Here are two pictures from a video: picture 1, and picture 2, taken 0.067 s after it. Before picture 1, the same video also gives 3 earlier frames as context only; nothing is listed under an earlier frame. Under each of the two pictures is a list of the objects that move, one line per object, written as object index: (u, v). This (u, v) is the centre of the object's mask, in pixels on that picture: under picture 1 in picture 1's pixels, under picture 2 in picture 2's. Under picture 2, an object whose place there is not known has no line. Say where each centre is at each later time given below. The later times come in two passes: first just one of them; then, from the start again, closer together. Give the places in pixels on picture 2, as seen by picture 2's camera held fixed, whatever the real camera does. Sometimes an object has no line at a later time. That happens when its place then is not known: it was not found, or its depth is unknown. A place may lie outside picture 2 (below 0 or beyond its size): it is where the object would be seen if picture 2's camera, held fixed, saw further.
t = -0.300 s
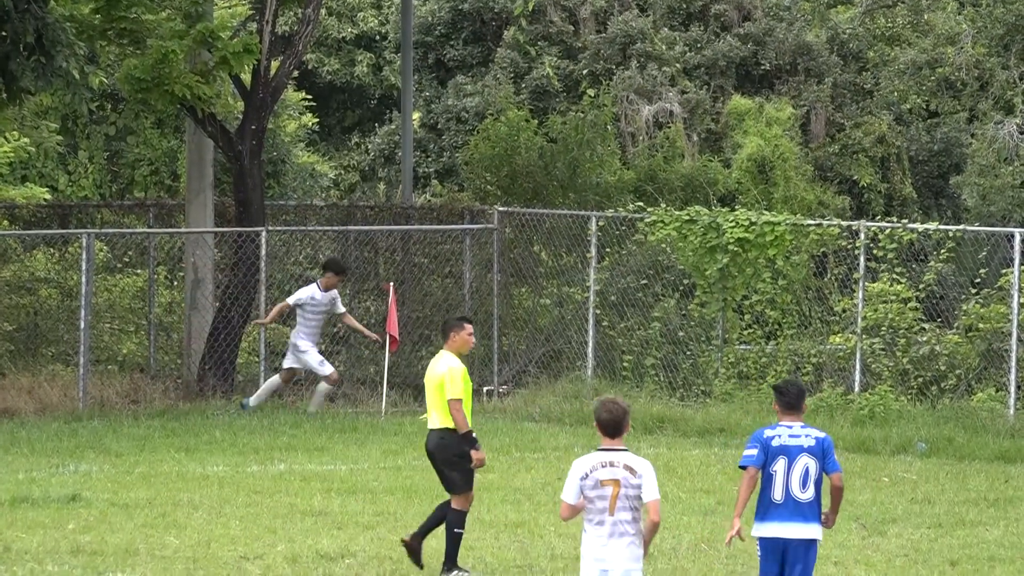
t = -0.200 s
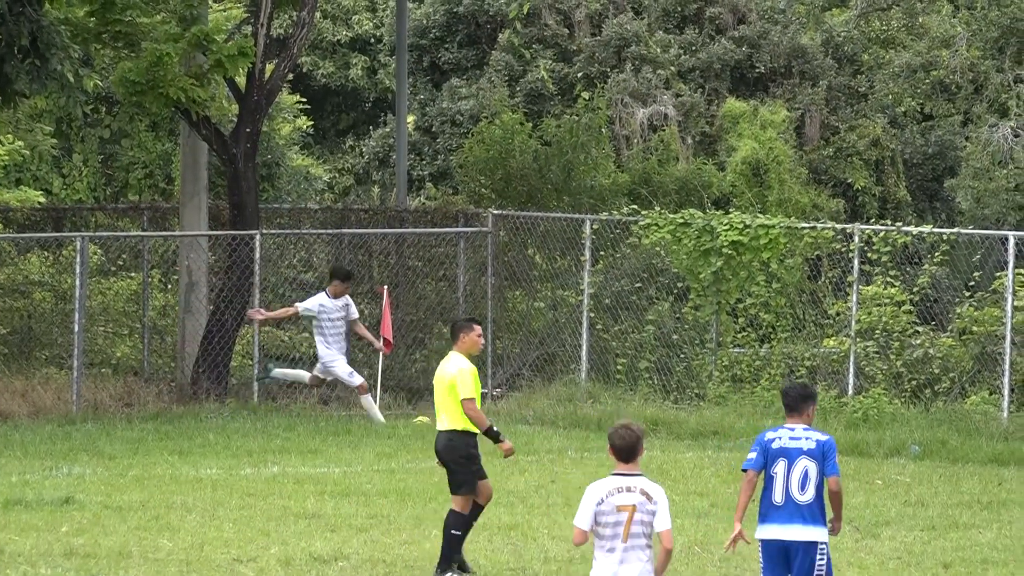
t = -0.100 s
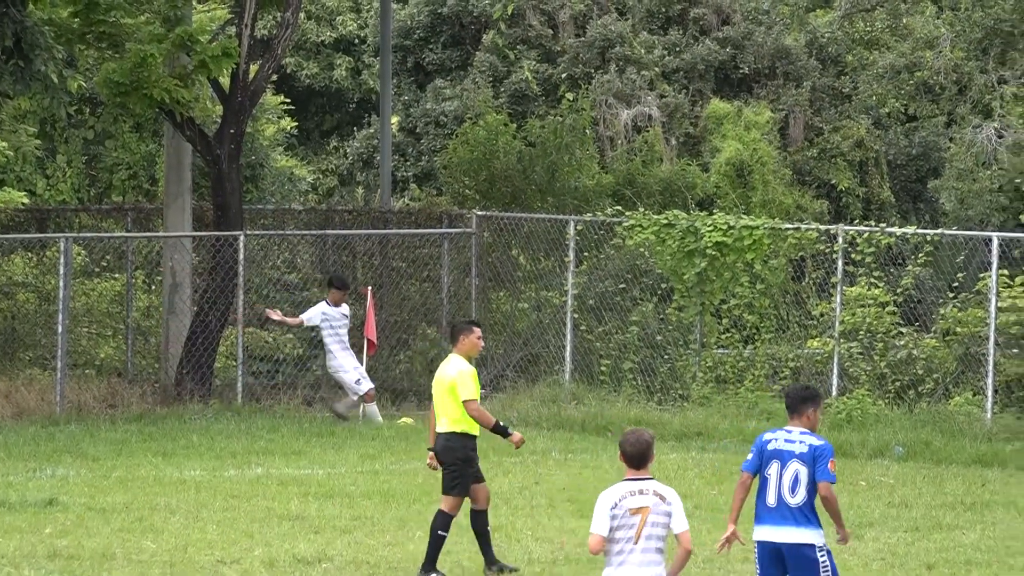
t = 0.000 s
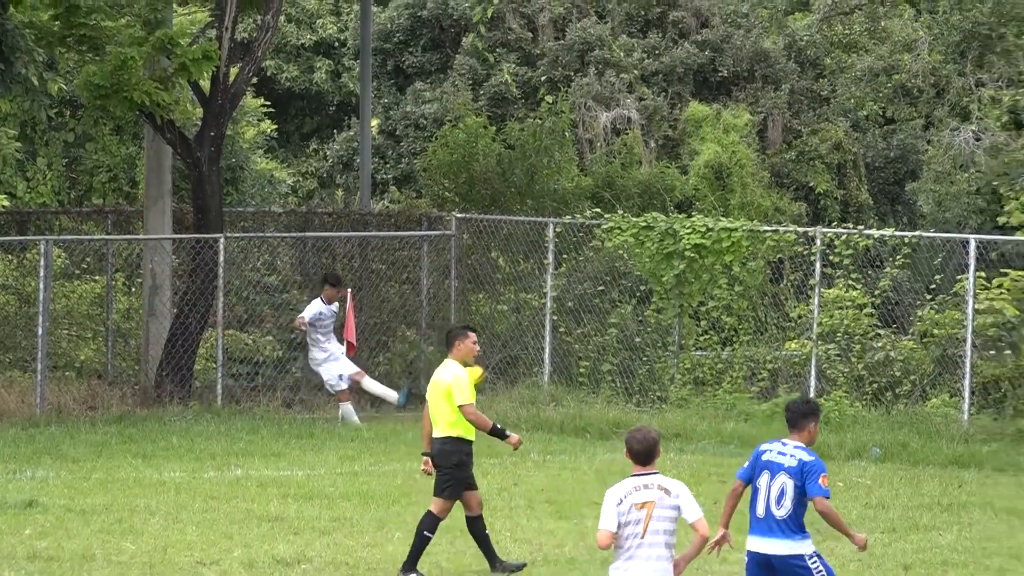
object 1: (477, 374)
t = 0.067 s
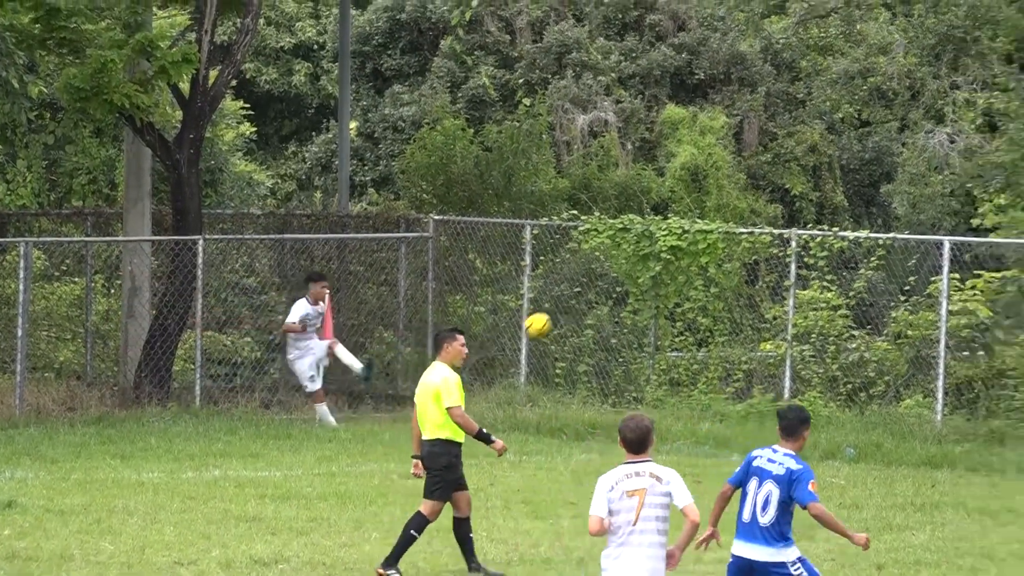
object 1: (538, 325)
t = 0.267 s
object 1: (800, 182)
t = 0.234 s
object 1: (756, 204)
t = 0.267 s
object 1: (800, 182)
